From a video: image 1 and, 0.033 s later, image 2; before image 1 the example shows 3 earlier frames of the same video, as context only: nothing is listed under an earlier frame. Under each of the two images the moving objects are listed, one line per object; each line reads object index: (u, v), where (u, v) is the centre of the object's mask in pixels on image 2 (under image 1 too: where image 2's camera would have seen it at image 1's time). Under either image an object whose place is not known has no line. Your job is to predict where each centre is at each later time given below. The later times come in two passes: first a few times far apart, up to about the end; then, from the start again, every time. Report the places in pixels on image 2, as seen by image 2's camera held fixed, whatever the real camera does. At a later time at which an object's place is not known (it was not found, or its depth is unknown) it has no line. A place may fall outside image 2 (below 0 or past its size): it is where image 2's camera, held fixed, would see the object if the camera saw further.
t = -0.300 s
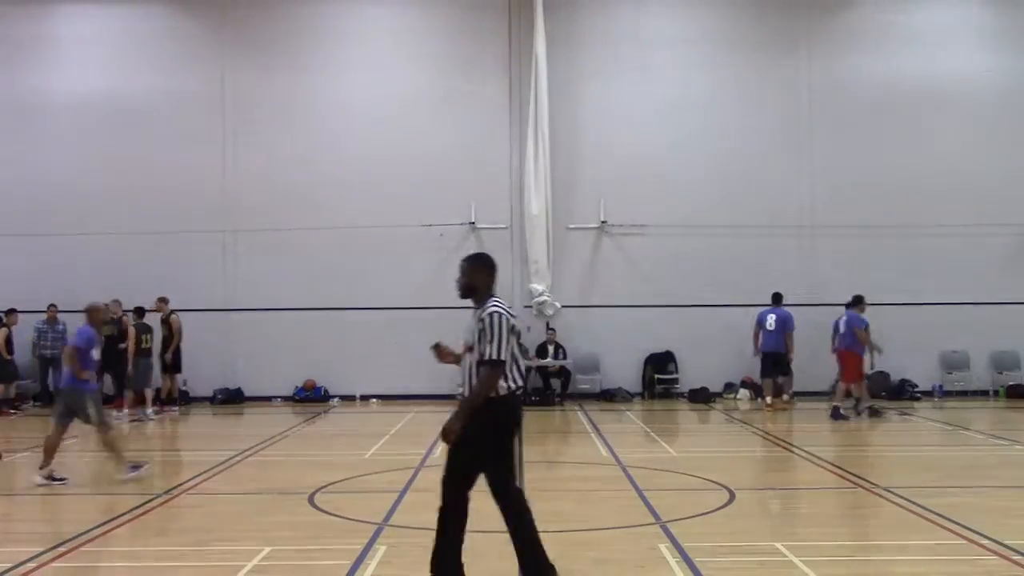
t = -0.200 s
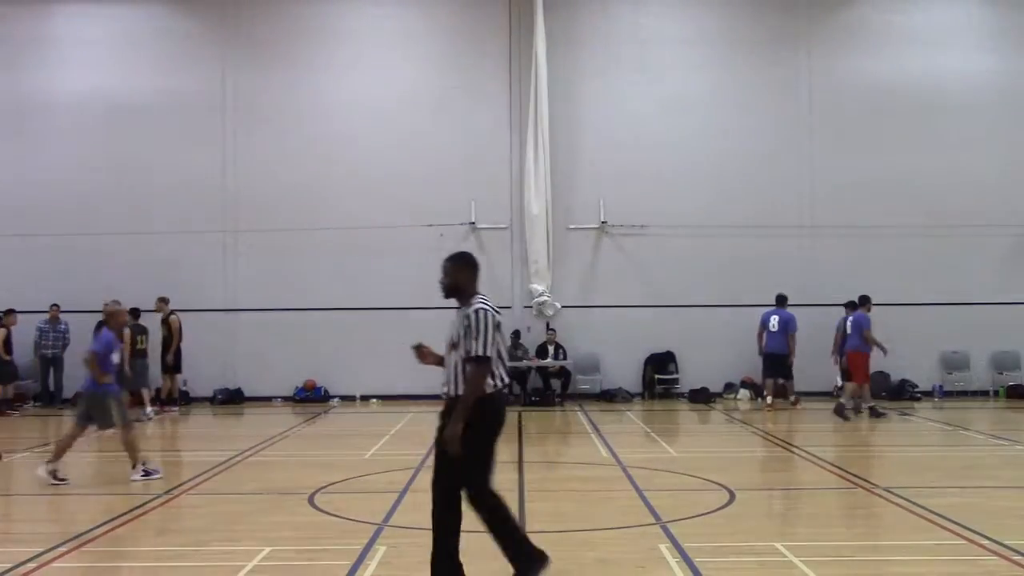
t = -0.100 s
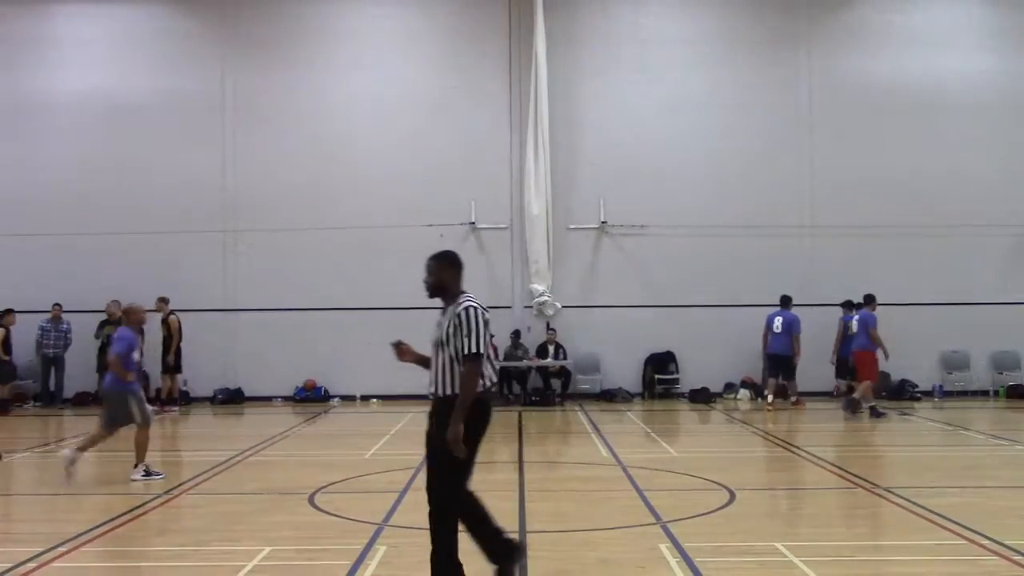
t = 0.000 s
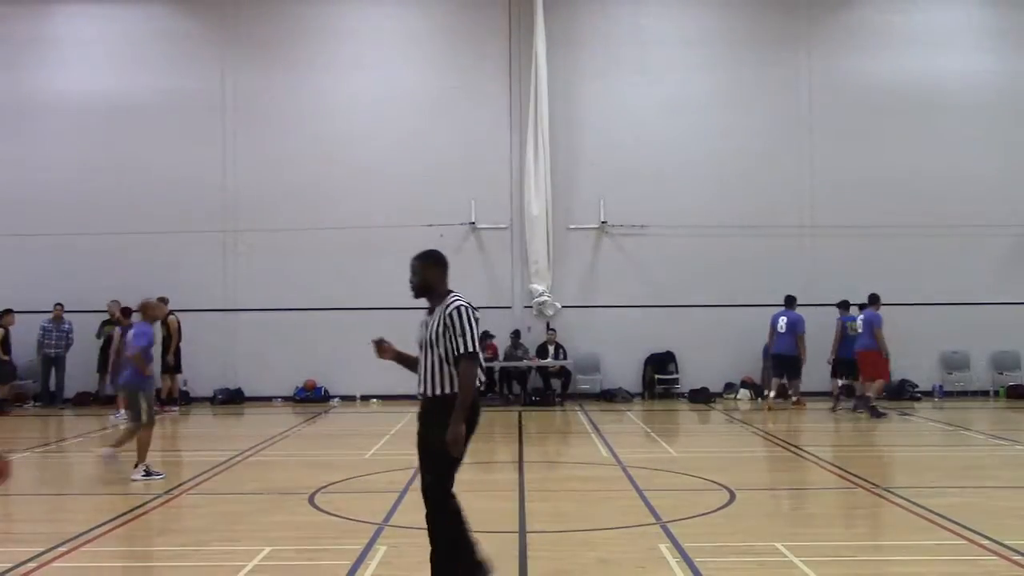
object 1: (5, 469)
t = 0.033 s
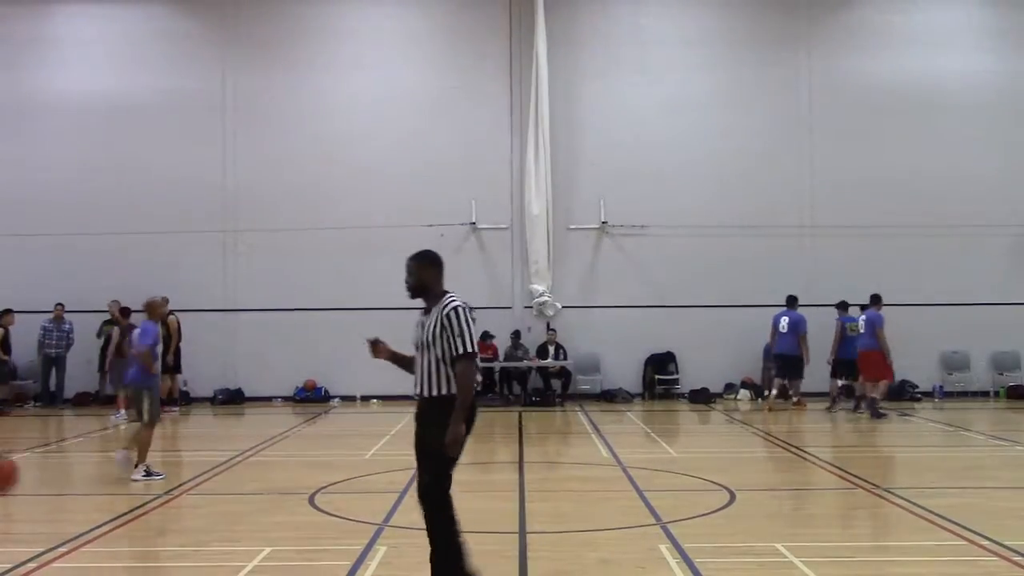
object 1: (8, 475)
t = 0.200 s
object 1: (37, 536)
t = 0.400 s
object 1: (91, 536)
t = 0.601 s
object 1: (147, 514)
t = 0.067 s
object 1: (13, 482)
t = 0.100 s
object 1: (16, 494)
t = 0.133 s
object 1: (20, 504)
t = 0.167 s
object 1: (28, 518)
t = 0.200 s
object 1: (37, 536)
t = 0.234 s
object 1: (45, 554)
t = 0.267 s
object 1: (57, 565)
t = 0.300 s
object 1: (65, 565)
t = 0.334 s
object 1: (73, 557)
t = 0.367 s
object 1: (82, 546)
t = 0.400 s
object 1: (91, 536)
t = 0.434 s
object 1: (100, 528)
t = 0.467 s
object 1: (109, 521)
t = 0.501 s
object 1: (118, 517)
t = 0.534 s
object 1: (127, 514)
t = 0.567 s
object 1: (138, 513)
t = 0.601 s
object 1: (147, 514)
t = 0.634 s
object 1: (156, 518)
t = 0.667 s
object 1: (167, 523)
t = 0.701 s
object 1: (176, 531)
